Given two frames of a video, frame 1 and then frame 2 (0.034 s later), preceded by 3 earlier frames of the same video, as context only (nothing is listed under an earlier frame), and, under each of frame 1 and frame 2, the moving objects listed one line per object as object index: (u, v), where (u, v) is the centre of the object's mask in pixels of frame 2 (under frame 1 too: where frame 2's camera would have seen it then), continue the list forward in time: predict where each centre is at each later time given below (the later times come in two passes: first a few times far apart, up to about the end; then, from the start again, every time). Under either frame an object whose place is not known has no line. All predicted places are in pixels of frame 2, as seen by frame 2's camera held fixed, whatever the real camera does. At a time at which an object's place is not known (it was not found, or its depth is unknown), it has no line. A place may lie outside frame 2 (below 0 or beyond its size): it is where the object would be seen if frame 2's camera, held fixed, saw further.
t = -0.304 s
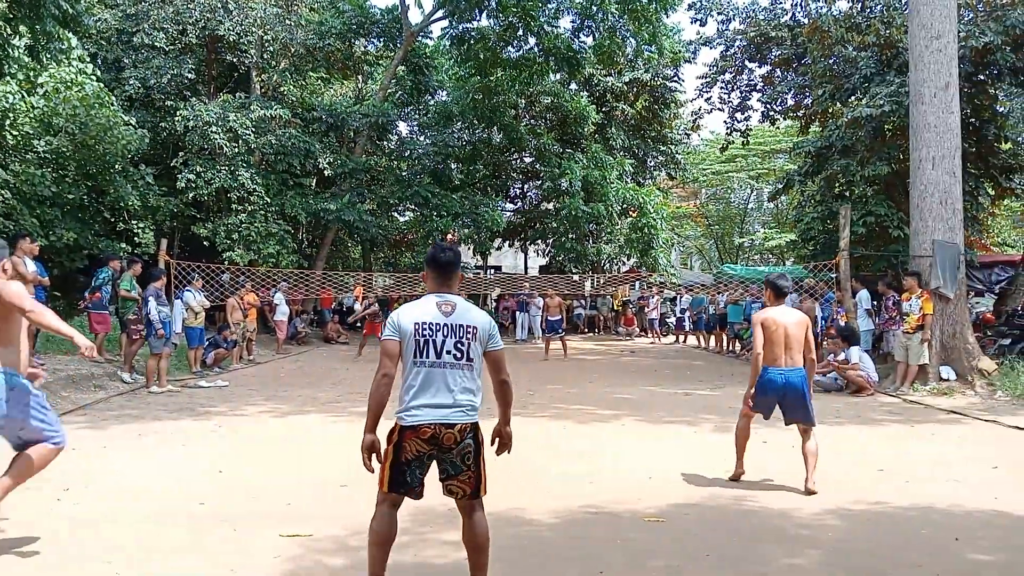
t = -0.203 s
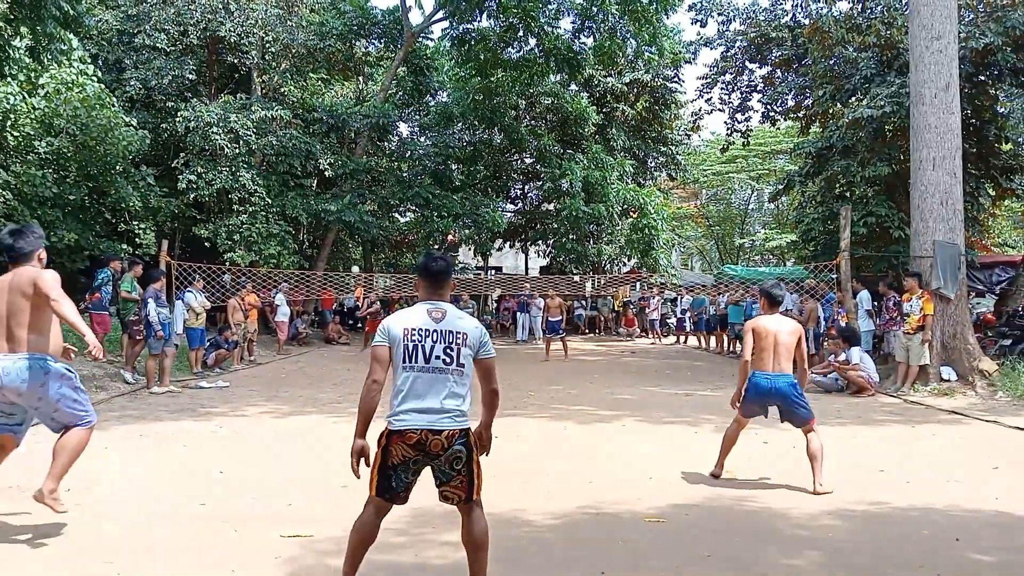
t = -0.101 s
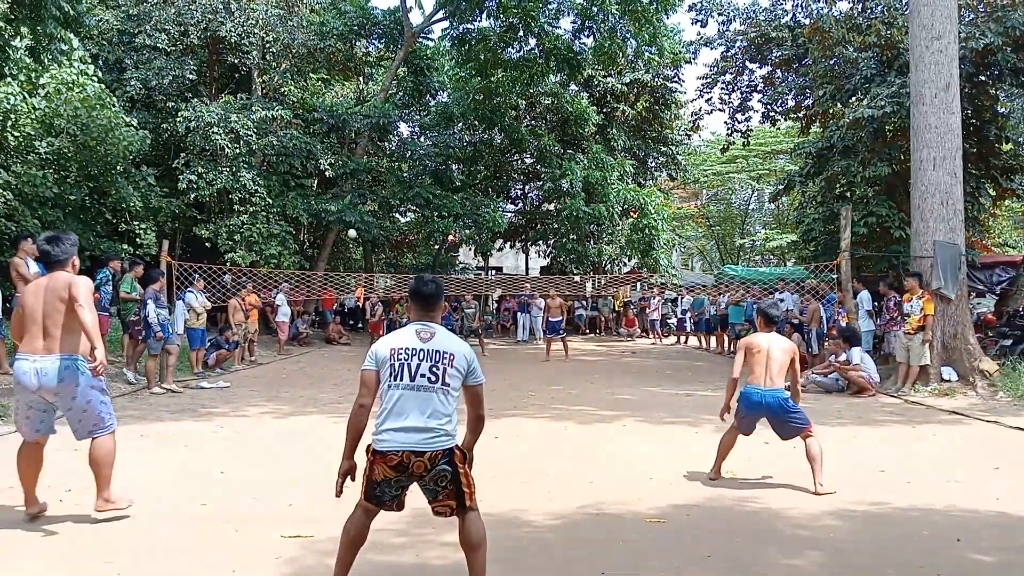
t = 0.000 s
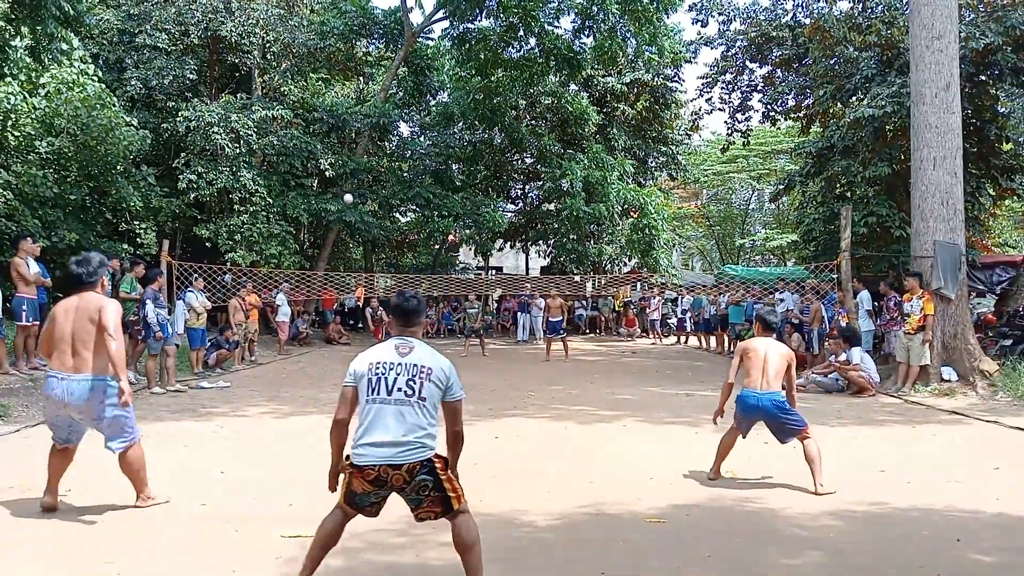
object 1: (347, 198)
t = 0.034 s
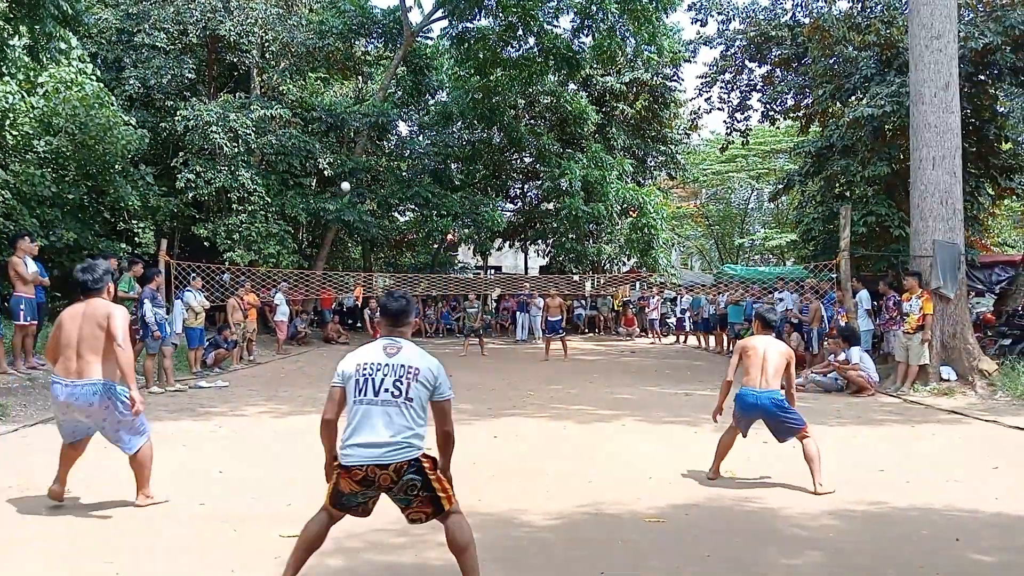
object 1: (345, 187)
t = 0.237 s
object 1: (336, 124)
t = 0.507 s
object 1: (320, 62)
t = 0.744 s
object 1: (299, 41)
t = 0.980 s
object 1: (269, 86)
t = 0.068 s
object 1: (344, 175)
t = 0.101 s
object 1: (343, 165)
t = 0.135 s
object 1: (341, 154)
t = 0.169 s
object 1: (339, 144)
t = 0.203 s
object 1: (337, 134)
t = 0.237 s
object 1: (336, 124)
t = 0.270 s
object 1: (334, 115)
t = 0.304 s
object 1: (332, 105)
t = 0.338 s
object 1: (330, 97)
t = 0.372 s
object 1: (328, 88)
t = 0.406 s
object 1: (326, 81)
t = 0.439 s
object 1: (324, 74)
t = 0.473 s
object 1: (322, 68)
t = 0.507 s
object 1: (320, 62)
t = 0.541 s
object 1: (317, 56)
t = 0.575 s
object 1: (314, 52)
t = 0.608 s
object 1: (311, 48)
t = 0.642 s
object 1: (308, 44)
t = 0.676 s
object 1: (305, 43)
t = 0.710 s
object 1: (302, 42)
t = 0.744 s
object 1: (299, 41)
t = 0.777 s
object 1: (296, 43)
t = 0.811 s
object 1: (292, 46)
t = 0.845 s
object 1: (288, 50)
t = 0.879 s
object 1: (284, 56)
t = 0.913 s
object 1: (280, 64)
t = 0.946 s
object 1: (274, 74)
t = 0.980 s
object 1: (269, 86)
